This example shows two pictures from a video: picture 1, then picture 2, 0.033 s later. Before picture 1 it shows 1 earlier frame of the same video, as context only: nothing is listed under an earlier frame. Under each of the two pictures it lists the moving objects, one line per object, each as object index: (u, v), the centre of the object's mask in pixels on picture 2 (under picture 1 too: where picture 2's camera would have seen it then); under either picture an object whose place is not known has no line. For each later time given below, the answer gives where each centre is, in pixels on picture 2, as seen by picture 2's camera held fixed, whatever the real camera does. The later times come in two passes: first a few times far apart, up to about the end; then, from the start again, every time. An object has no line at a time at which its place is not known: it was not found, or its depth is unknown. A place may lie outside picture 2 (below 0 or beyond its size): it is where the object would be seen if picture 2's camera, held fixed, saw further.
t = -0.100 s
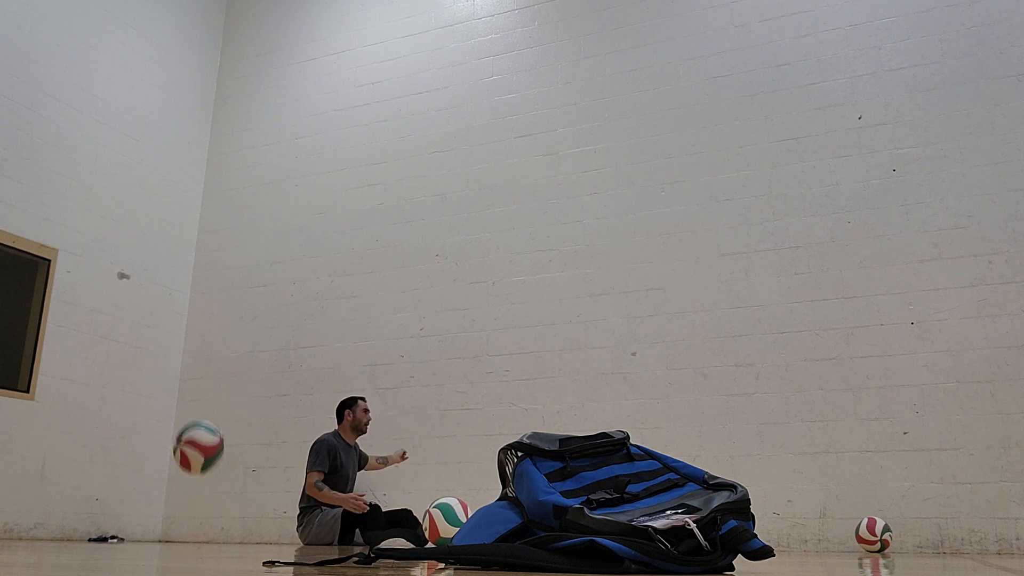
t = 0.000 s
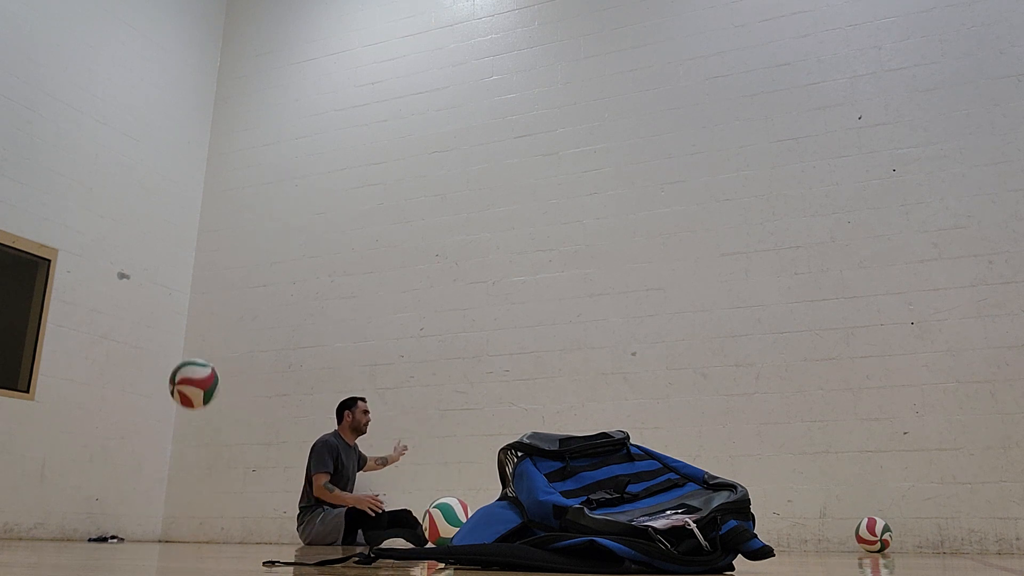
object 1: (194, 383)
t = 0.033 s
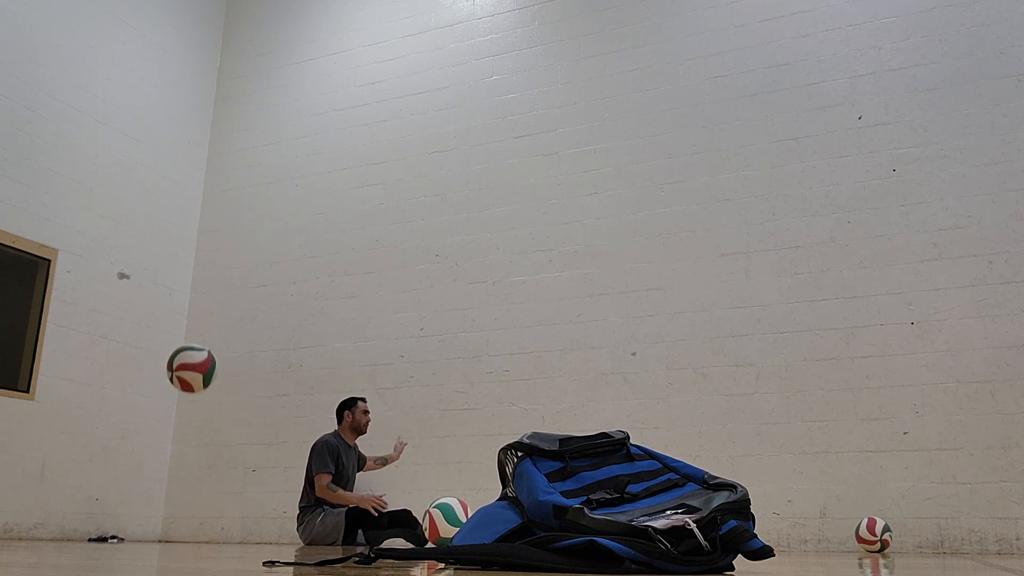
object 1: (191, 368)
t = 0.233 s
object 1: (173, 329)
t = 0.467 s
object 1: (137, 396)
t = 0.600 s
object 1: (109, 489)
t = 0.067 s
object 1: (189, 356)
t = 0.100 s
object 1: (186, 346)
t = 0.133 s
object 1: (183, 338)
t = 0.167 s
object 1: (180, 333)
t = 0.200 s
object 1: (177, 330)
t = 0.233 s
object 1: (173, 329)
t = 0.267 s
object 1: (169, 331)
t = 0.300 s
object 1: (164, 336)
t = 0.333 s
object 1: (159, 343)
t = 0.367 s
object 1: (154, 352)
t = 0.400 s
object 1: (149, 364)
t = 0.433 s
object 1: (143, 379)
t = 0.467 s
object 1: (137, 396)
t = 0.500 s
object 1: (131, 414)
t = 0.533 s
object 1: (124, 436)
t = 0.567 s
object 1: (117, 460)
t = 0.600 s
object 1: (109, 489)
